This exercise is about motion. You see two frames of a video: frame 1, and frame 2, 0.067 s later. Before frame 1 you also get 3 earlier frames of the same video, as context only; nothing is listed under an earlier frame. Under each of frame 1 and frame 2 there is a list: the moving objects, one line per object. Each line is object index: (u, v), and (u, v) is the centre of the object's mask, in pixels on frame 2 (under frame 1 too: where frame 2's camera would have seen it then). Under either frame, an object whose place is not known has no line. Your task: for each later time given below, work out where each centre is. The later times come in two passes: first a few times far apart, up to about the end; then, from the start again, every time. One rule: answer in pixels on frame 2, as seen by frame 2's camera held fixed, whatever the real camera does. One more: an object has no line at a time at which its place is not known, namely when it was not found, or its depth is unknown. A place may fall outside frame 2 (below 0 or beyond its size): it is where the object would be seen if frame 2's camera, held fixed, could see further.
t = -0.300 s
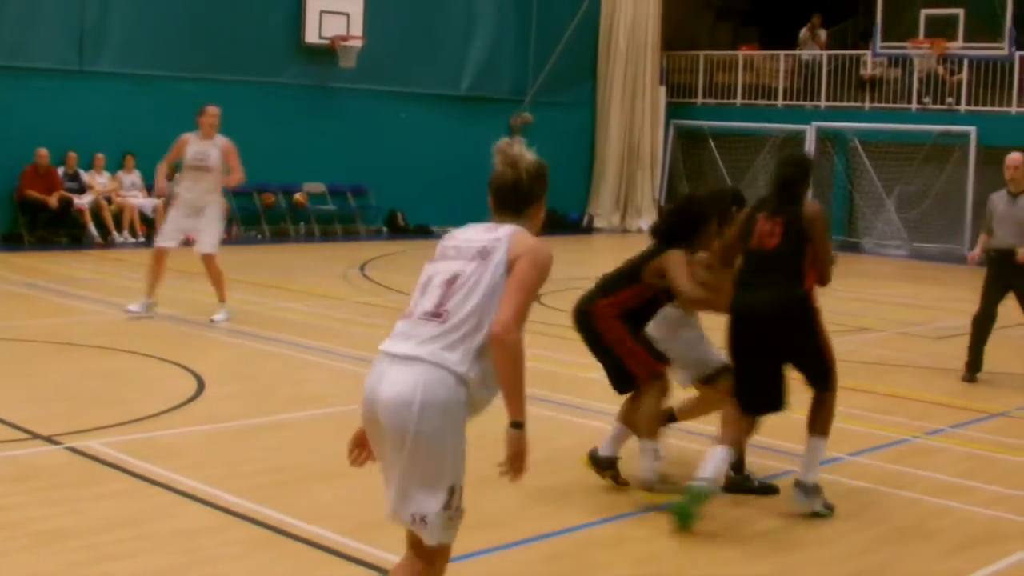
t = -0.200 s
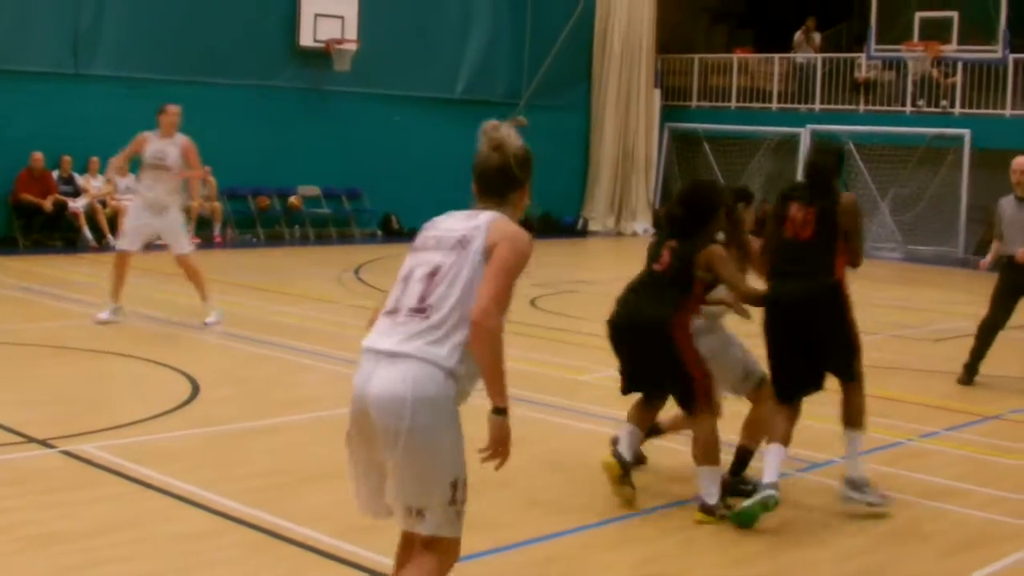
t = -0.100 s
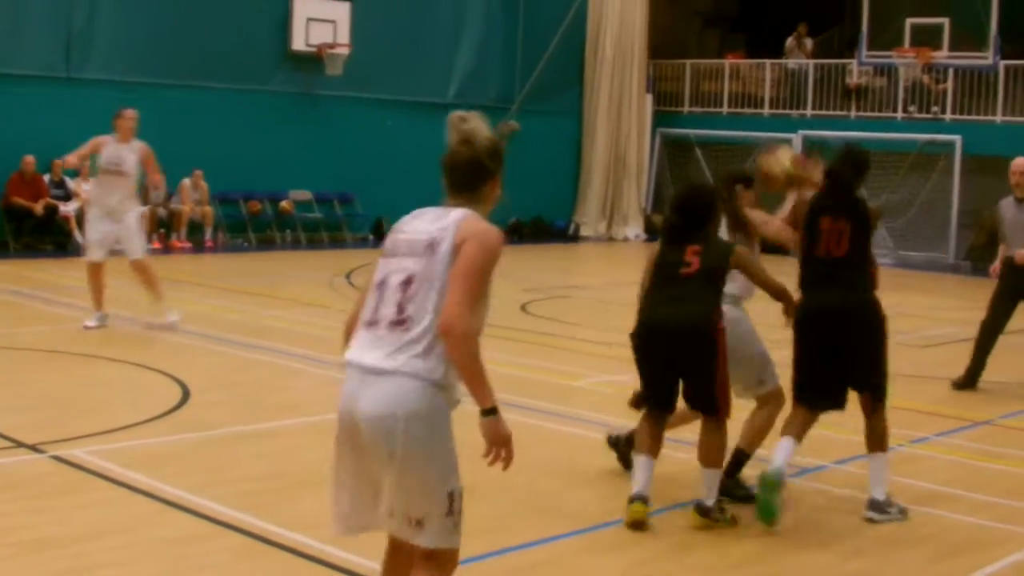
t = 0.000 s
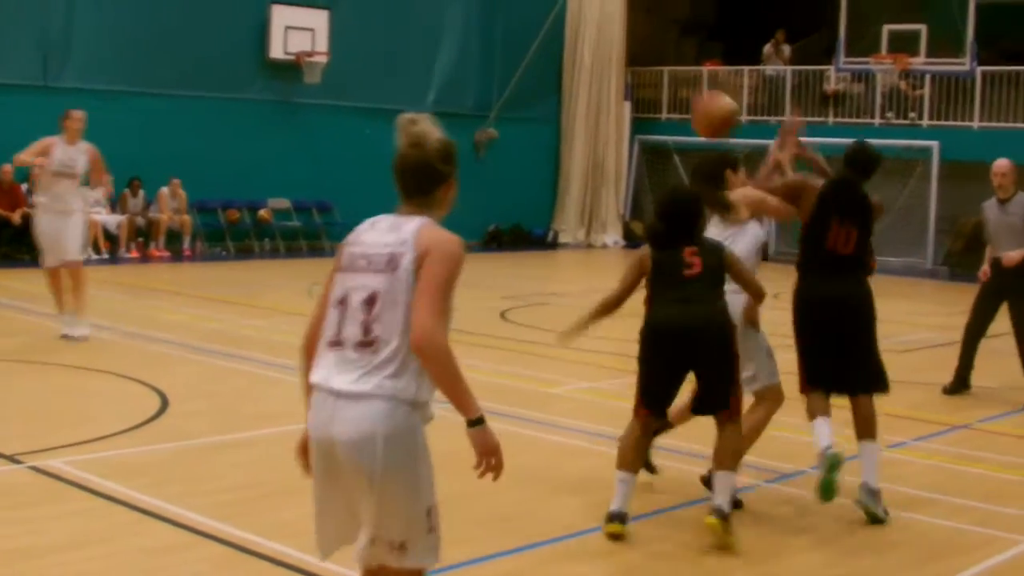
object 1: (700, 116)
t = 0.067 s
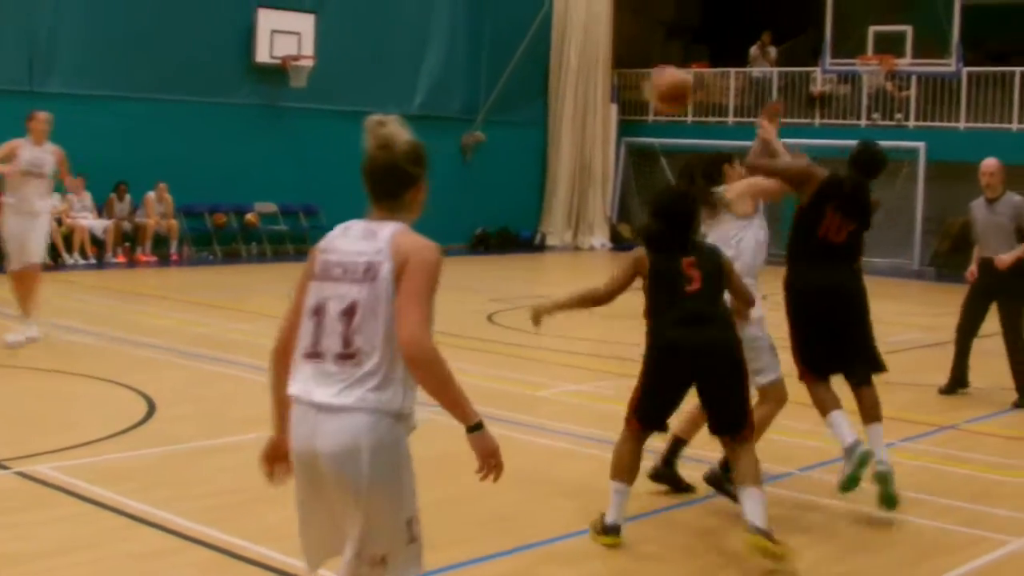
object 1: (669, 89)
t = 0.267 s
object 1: (575, 57)
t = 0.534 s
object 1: (452, 139)
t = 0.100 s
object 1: (650, 77)
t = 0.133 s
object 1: (637, 71)
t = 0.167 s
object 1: (624, 64)
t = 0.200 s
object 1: (608, 59)
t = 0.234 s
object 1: (591, 57)
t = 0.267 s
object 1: (575, 57)
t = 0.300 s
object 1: (558, 59)
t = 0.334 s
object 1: (544, 65)
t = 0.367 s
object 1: (527, 72)
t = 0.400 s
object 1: (512, 81)
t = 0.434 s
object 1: (496, 91)
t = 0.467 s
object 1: (482, 105)
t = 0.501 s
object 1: (467, 122)
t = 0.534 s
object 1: (452, 139)
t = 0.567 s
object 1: (436, 158)
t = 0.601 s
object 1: (421, 179)
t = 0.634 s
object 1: (407, 204)
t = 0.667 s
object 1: (392, 229)
